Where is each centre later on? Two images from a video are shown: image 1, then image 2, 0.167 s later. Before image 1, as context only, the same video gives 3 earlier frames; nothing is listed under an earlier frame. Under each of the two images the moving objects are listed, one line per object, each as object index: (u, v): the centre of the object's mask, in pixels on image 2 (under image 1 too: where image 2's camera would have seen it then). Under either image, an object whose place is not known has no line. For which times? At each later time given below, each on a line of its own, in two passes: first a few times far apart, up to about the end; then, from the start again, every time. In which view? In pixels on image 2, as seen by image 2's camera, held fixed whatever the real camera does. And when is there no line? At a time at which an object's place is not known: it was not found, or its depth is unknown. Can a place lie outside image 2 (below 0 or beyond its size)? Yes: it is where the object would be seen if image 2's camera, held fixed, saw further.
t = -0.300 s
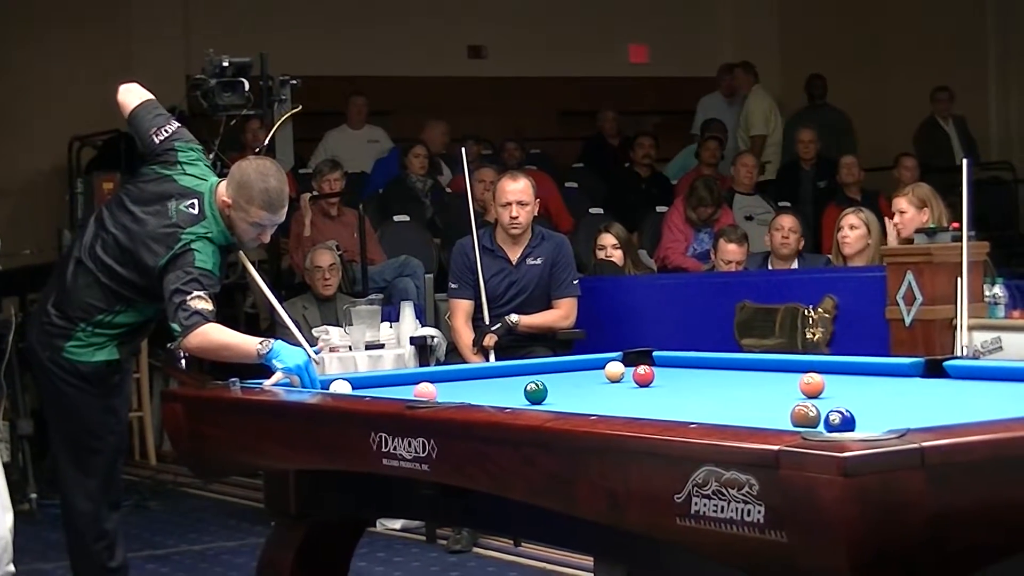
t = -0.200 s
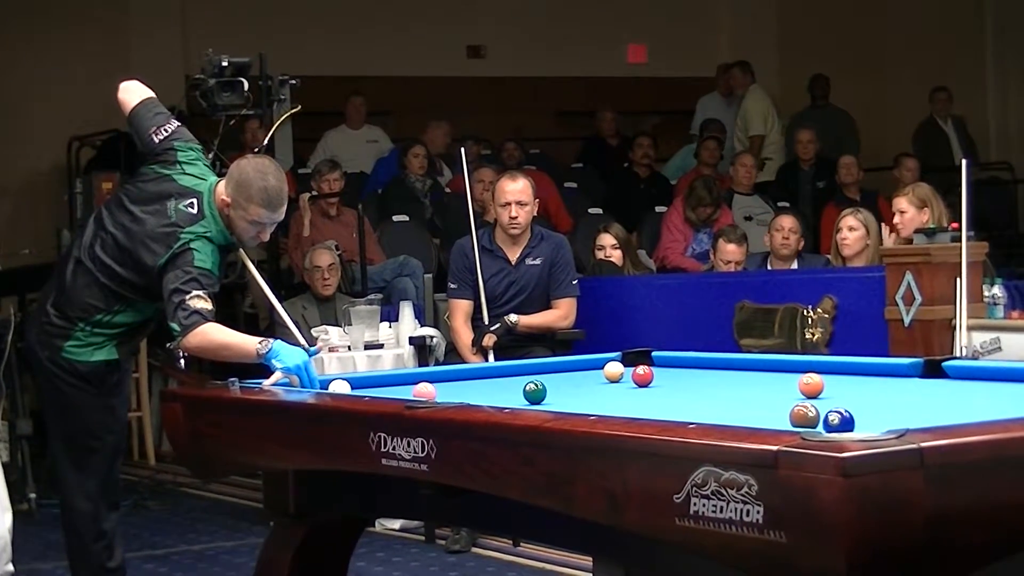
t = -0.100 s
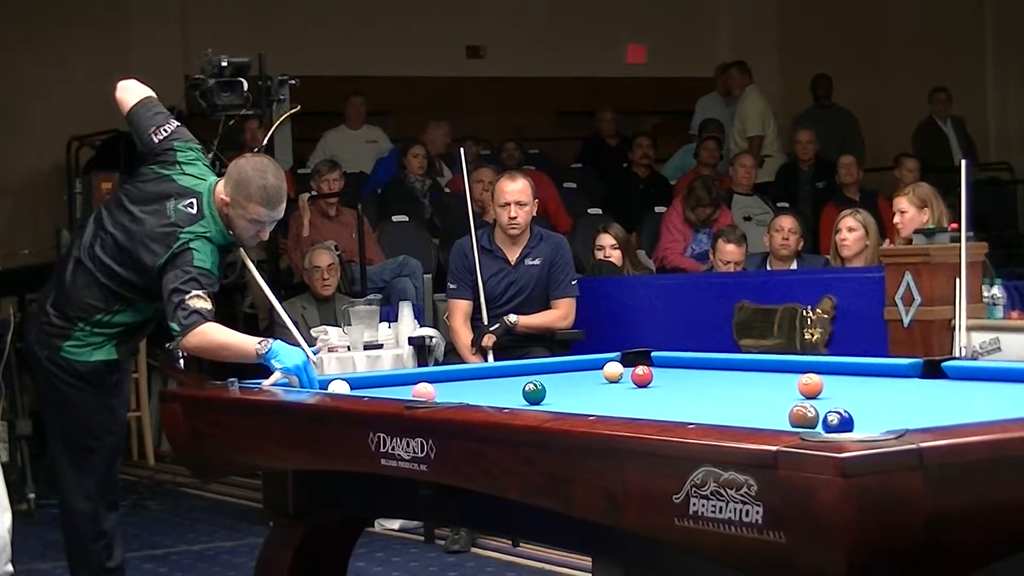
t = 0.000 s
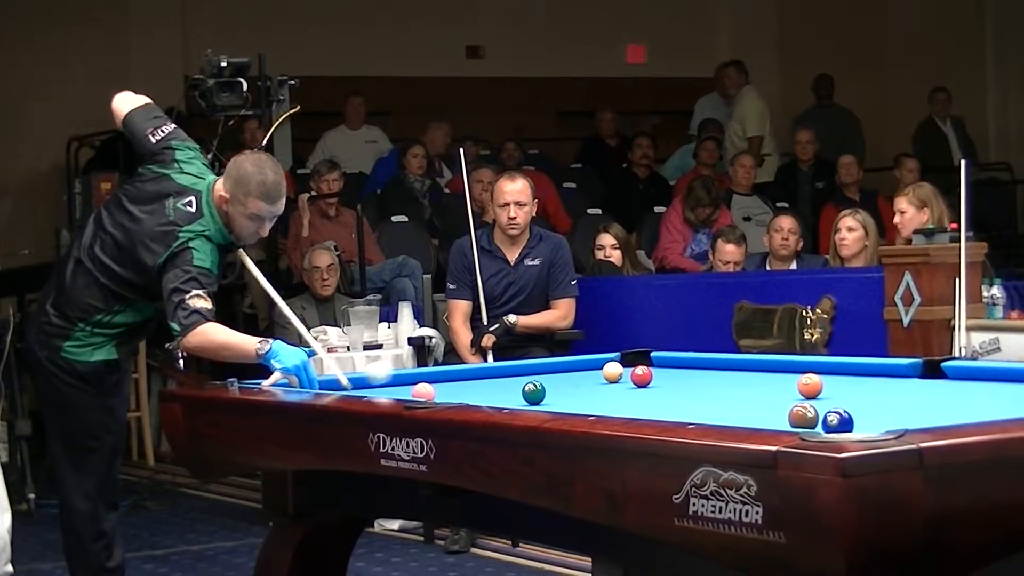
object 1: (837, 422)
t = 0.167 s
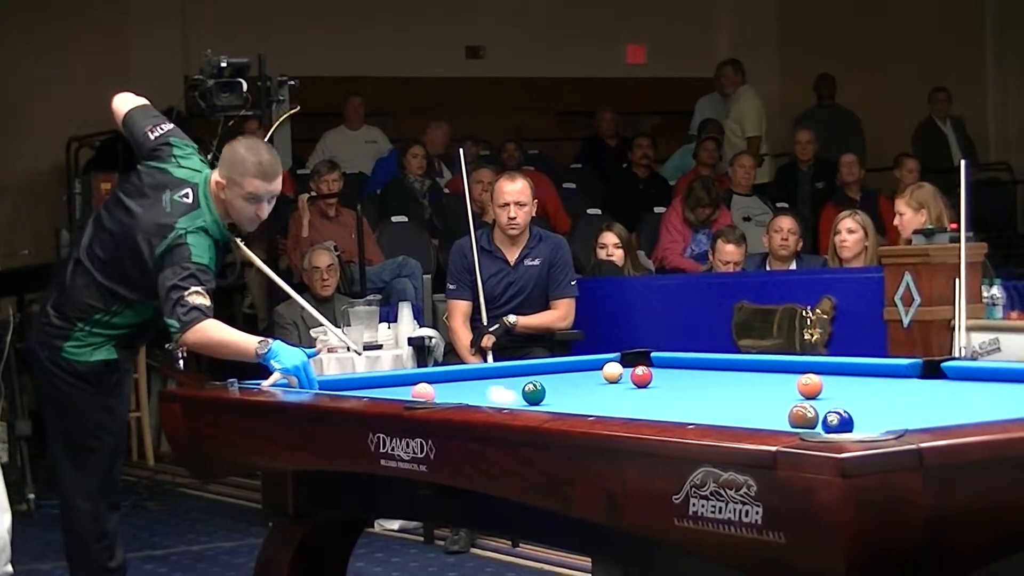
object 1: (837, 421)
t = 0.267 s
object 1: (837, 421)
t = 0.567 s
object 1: (919, 420)
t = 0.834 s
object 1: (835, 416)
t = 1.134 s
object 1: (735, 405)
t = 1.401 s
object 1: (661, 398)
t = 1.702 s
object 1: (591, 390)
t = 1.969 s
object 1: (542, 381)
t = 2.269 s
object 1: (487, 379)
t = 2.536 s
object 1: (447, 375)
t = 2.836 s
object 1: (464, 375)
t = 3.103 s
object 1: (497, 377)
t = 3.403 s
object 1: (534, 376)
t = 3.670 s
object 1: (567, 380)
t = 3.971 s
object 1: (605, 381)
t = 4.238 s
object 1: (639, 384)
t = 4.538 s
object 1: (678, 385)
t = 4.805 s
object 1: (713, 386)
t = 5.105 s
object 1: (752, 388)
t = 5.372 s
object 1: (786, 389)
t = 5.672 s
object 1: (825, 391)
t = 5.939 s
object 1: (859, 392)
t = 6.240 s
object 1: (896, 394)
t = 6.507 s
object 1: (928, 395)
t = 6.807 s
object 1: (962, 397)
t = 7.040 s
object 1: (986, 398)
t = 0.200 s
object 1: (837, 422)
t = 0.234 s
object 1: (837, 421)
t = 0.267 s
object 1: (837, 421)
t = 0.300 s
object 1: (837, 421)
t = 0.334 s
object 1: (837, 422)
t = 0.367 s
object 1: (837, 422)
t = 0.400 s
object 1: (837, 422)
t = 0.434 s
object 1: (837, 422)
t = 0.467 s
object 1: (837, 422)
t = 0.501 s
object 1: (838, 422)
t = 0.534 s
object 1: (877, 422)
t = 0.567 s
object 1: (919, 420)
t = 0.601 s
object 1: (949, 418)
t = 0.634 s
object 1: (930, 418)
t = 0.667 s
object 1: (911, 418)
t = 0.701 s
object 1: (894, 420)
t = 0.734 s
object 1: (877, 420)
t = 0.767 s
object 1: (861, 419)
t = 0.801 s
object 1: (848, 417)
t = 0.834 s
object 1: (835, 416)
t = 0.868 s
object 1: (826, 414)
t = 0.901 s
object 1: (818, 409)
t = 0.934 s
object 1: (793, 405)
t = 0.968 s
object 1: (785, 404)
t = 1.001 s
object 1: (775, 407)
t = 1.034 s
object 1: (766, 408)
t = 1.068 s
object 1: (755, 407)
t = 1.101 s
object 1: (745, 406)
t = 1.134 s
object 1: (735, 405)
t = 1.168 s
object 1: (725, 404)
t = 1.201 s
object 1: (715, 403)
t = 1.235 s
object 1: (706, 402)
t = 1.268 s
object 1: (697, 401)
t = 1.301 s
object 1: (687, 401)
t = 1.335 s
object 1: (678, 400)
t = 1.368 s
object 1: (670, 399)
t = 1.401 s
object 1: (661, 398)
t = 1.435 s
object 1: (653, 397)
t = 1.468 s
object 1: (644, 396)
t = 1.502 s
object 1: (636, 395)
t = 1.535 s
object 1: (629, 395)
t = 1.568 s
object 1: (621, 394)
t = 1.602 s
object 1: (613, 393)
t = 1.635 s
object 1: (606, 392)
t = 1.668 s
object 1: (598, 391)
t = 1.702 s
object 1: (591, 390)
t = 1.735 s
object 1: (584, 390)
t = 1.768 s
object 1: (577, 389)
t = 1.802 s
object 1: (570, 388)
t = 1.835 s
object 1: (564, 388)
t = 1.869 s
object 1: (557, 387)
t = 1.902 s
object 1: (552, 386)
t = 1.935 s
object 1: (547, 384)
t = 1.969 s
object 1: (542, 381)
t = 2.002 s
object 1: (531, 379)
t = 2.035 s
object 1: (524, 381)
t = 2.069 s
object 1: (519, 382)
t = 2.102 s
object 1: (515, 382)
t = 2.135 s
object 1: (509, 382)
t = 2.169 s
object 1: (503, 381)
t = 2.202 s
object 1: (498, 381)
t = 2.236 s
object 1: (493, 380)
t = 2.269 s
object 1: (487, 379)
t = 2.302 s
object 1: (482, 379)
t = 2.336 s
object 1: (477, 378)
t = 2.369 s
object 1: (472, 378)
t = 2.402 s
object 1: (466, 377)
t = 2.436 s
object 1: (461, 377)
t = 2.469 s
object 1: (458, 376)
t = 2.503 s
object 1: (452, 376)
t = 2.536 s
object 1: (447, 375)
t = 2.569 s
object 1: (442, 375)
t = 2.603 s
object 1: (438, 374)
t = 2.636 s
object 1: (439, 374)
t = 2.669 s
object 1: (444, 374)
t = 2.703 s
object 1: (447, 375)
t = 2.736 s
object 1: (452, 375)
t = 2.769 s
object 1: (455, 375)
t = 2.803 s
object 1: (460, 376)
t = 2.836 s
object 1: (464, 375)
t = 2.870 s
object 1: (468, 376)
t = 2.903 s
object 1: (472, 375)
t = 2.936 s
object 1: (476, 376)
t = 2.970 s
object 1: (480, 376)
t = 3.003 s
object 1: (484, 376)
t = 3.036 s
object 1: (488, 377)
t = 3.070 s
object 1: (493, 377)
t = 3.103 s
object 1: (497, 377)
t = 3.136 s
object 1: (500, 378)
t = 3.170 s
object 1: (505, 377)
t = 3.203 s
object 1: (509, 378)
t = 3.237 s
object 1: (512, 378)
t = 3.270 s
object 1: (517, 378)
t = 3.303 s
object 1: (520, 377)
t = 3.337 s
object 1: (524, 377)
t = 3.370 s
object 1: (529, 376)
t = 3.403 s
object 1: (534, 376)
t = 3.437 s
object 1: (539, 376)
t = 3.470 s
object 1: (544, 377)
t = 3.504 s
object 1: (547, 378)
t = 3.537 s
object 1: (551, 379)
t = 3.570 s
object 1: (555, 379)
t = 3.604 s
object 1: (559, 379)
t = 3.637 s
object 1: (563, 380)
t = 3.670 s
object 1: (567, 380)
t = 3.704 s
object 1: (572, 380)
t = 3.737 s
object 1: (576, 380)
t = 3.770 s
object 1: (580, 380)
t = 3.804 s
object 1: (584, 381)
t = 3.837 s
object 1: (588, 381)
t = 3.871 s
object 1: (593, 381)
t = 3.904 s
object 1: (597, 381)
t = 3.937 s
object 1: (601, 382)
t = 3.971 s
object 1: (605, 381)
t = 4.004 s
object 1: (609, 382)
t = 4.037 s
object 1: (614, 382)
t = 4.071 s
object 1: (618, 382)
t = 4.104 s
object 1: (622, 383)
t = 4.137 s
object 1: (626, 383)
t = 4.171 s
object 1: (630, 383)
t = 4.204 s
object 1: (635, 383)
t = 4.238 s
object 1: (639, 384)
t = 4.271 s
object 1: (644, 384)
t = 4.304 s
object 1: (648, 384)
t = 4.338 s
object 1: (653, 384)
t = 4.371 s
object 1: (657, 384)
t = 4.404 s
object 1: (661, 384)
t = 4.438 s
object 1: (665, 384)
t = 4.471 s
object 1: (669, 384)
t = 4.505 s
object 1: (674, 385)
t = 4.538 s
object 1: (678, 385)
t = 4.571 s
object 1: (682, 385)
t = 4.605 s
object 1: (687, 385)
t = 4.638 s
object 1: (691, 385)
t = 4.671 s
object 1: (695, 385)
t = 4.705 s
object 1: (700, 386)
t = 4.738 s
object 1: (704, 386)
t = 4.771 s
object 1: (708, 386)
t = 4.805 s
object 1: (713, 386)
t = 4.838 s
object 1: (717, 386)
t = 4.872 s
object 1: (721, 386)
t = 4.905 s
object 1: (726, 387)
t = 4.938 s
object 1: (730, 387)
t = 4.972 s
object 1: (734, 387)
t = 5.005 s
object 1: (739, 387)
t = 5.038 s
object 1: (743, 388)
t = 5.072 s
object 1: (747, 388)
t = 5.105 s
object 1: (752, 388)
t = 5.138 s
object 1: (756, 388)
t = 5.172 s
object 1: (760, 388)
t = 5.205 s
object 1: (765, 388)
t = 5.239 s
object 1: (769, 388)
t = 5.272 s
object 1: (773, 389)
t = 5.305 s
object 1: (778, 389)
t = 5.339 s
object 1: (782, 389)
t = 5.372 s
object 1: (786, 389)
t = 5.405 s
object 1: (791, 390)
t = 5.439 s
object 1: (795, 390)
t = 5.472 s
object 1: (799, 390)
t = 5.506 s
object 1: (803, 390)
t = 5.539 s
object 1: (808, 390)
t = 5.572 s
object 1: (812, 390)
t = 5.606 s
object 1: (817, 391)
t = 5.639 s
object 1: (820, 391)
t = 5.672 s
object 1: (825, 391)
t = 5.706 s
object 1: (830, 391)
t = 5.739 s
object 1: (834, 391)
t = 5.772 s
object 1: (838, 391)
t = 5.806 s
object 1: (842, 391)
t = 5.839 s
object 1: (847, 392)
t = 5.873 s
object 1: (851, 392)
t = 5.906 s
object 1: (855, 392)
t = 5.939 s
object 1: (859, 392)
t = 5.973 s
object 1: (863, 392)
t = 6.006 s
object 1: (867, 392)
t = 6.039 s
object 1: (871, 391)
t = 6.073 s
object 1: (876, 391)
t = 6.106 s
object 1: (880, 392)
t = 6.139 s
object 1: (884, 392)
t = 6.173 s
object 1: (888, 393)
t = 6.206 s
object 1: (892, 393)
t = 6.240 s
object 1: (896, 394)
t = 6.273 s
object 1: (900, 394)
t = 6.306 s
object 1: (904, 394)
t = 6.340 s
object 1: (908, 395)
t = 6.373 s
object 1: (912, 395)
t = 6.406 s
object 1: (916, 395)
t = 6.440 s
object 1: (920, 395)
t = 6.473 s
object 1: (924, 395)
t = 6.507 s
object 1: (928, 395)
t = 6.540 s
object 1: (932, 395)
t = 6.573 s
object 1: (935, 396)
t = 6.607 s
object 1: (939, 396)
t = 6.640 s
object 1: (943, 396)
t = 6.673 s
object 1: (947, 396)
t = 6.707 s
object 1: (950, 396)
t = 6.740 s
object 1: (954, 396)
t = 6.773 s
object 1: (958, 397)
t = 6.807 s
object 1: (962, 397)
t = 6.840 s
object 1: (965, 397)
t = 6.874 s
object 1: (969, 397)
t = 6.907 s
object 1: (973, 397)
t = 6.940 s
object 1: (976, 398)
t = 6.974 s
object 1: (980, 398)
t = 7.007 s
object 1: (983, 398)
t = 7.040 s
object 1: (986, 398)
